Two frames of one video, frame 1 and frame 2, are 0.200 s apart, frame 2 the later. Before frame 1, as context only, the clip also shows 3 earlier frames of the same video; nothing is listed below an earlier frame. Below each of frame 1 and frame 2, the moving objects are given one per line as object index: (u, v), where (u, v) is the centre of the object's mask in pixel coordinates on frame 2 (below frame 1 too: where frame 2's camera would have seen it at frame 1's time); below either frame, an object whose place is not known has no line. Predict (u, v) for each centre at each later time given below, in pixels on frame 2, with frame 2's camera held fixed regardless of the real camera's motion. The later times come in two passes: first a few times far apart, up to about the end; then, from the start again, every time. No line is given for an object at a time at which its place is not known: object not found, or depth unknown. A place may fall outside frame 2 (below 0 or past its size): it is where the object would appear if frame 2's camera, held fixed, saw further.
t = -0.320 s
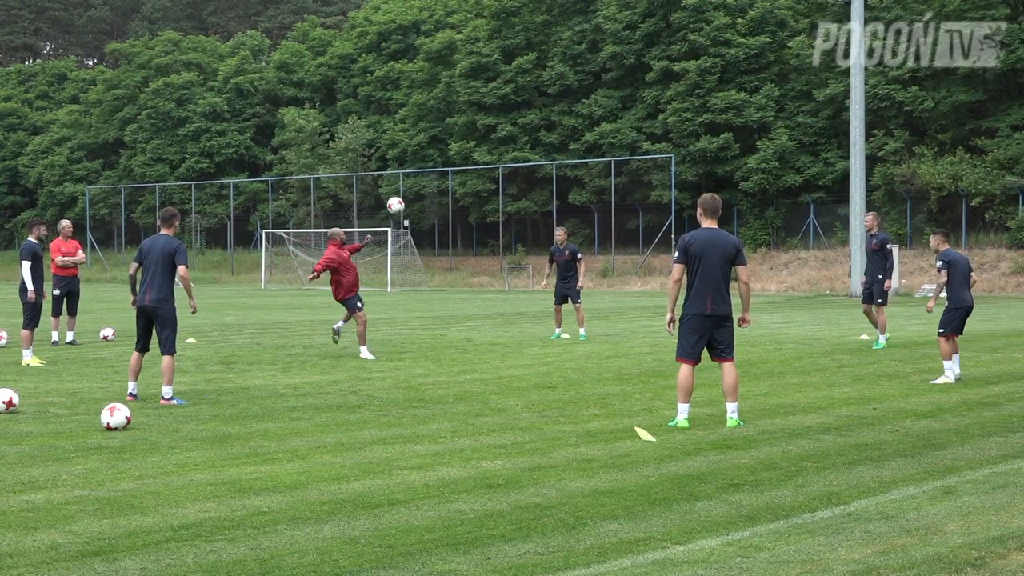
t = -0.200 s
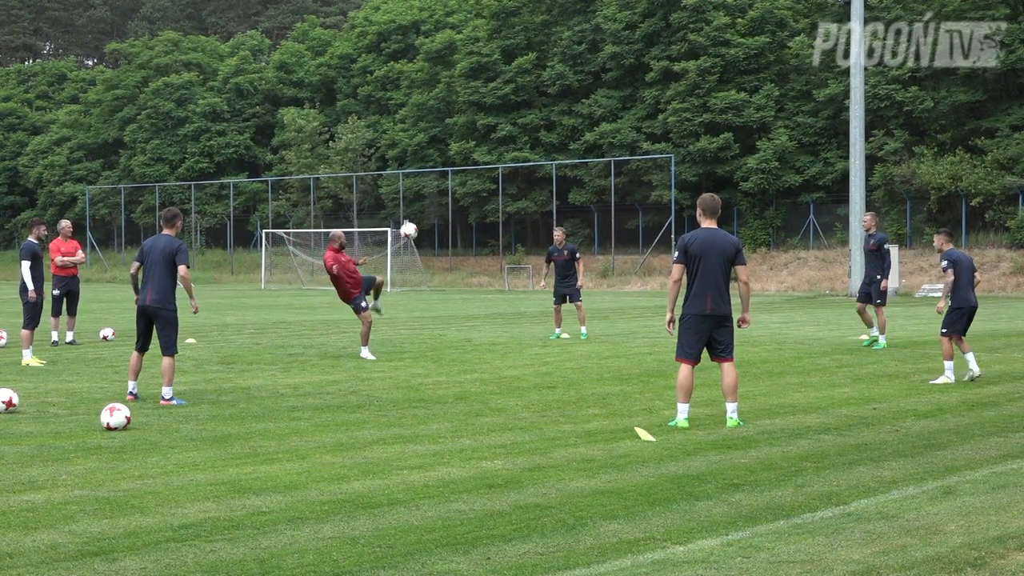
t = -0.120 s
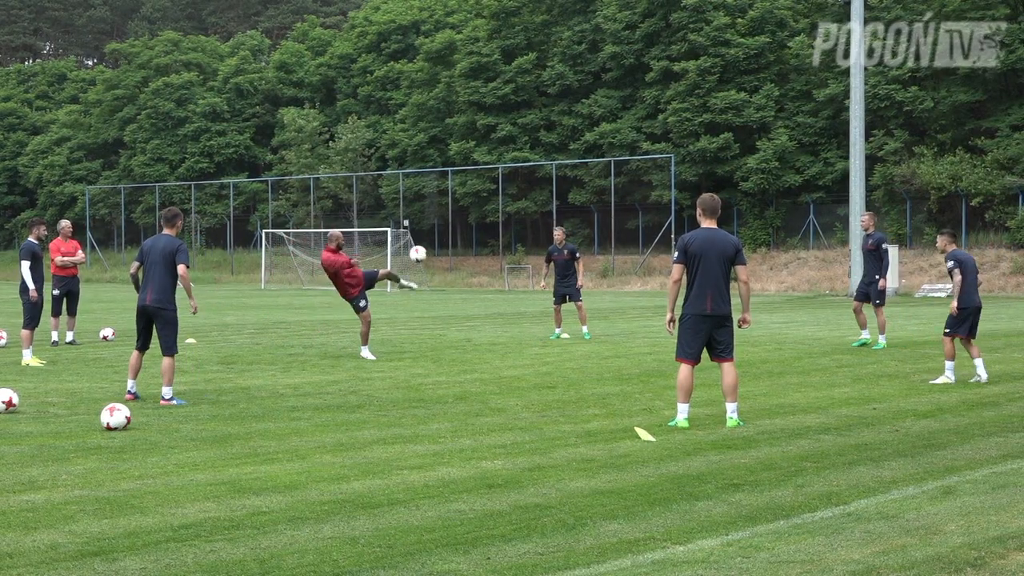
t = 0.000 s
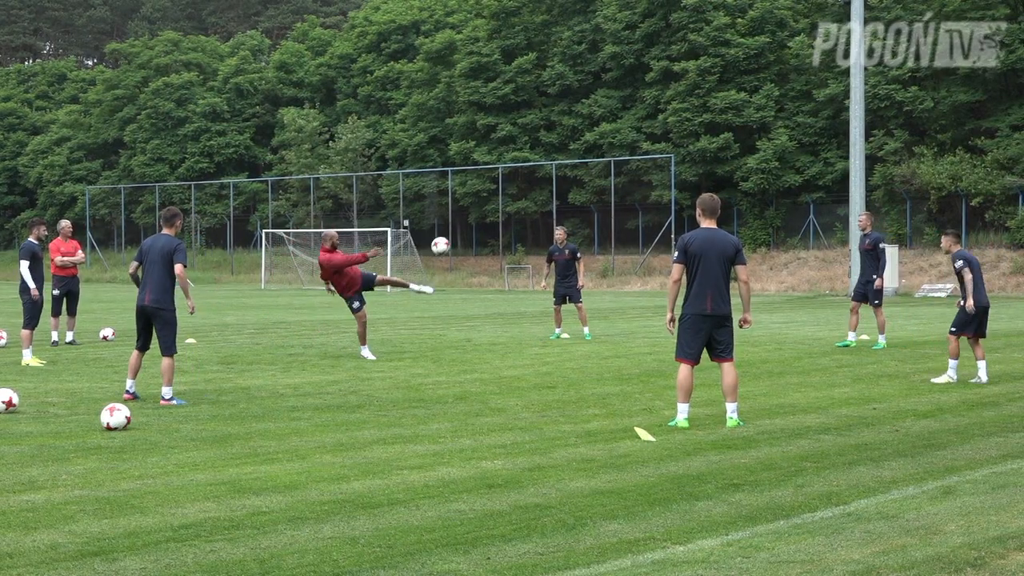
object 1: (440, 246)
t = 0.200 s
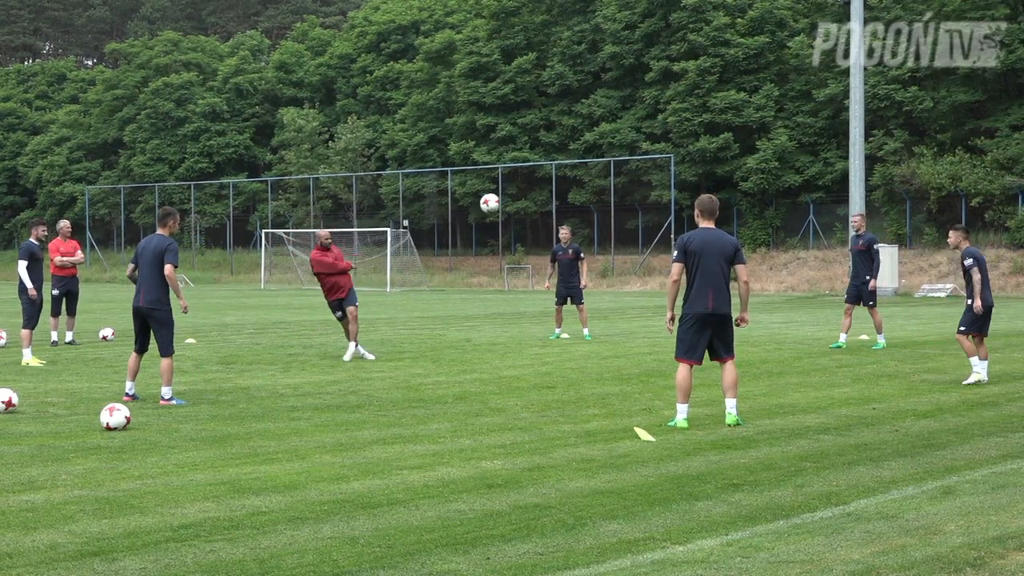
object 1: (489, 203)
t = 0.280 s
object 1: (512, 193)
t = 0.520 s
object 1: (590, 198)
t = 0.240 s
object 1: (501, 197)
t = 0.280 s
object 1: (512, 193)
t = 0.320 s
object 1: (524, 190)
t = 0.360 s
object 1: (536, 189)
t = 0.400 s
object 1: (548, 189)
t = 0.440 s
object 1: (562, 190)
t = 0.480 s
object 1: (575, 193)
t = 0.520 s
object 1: (590, 198)
